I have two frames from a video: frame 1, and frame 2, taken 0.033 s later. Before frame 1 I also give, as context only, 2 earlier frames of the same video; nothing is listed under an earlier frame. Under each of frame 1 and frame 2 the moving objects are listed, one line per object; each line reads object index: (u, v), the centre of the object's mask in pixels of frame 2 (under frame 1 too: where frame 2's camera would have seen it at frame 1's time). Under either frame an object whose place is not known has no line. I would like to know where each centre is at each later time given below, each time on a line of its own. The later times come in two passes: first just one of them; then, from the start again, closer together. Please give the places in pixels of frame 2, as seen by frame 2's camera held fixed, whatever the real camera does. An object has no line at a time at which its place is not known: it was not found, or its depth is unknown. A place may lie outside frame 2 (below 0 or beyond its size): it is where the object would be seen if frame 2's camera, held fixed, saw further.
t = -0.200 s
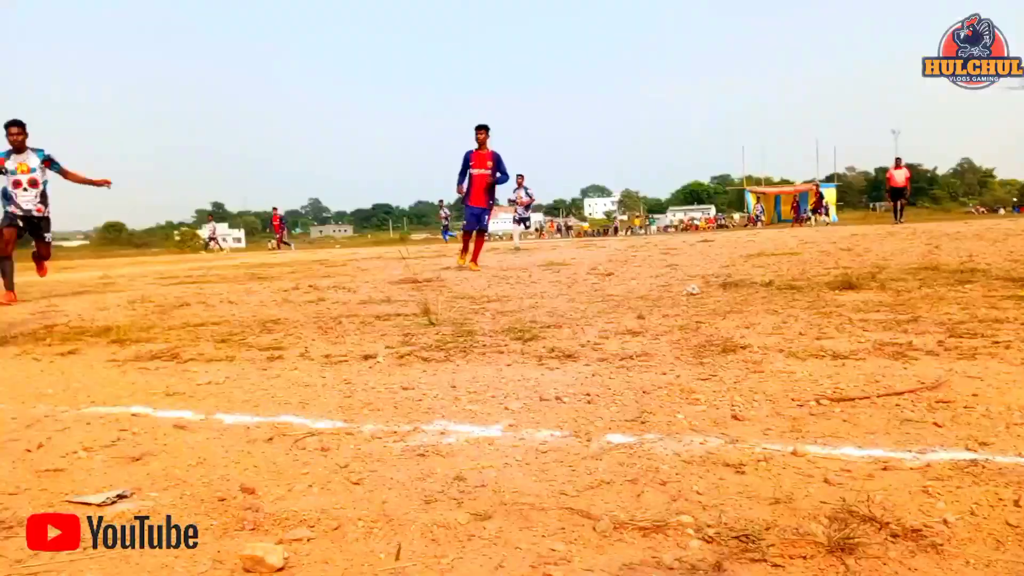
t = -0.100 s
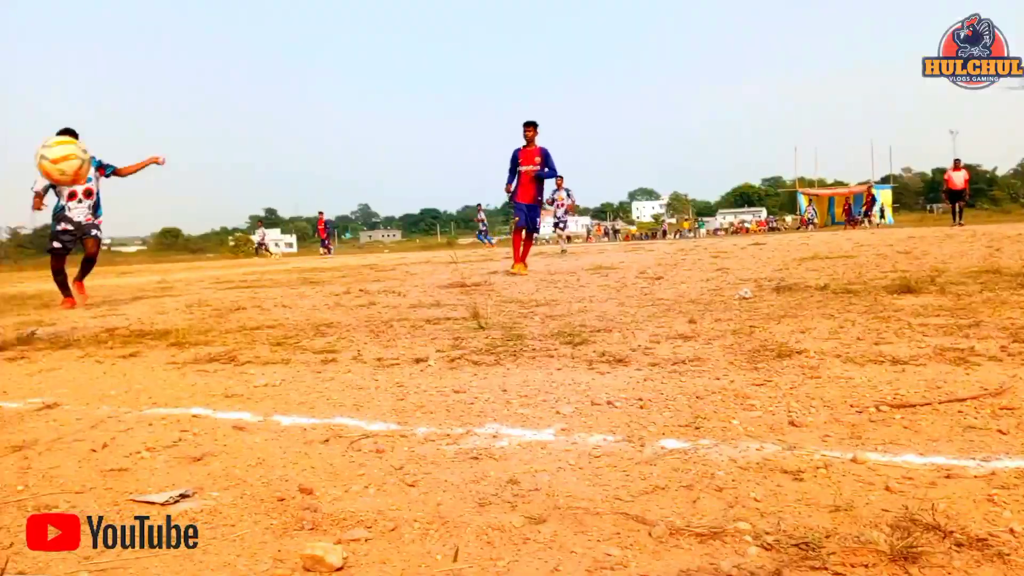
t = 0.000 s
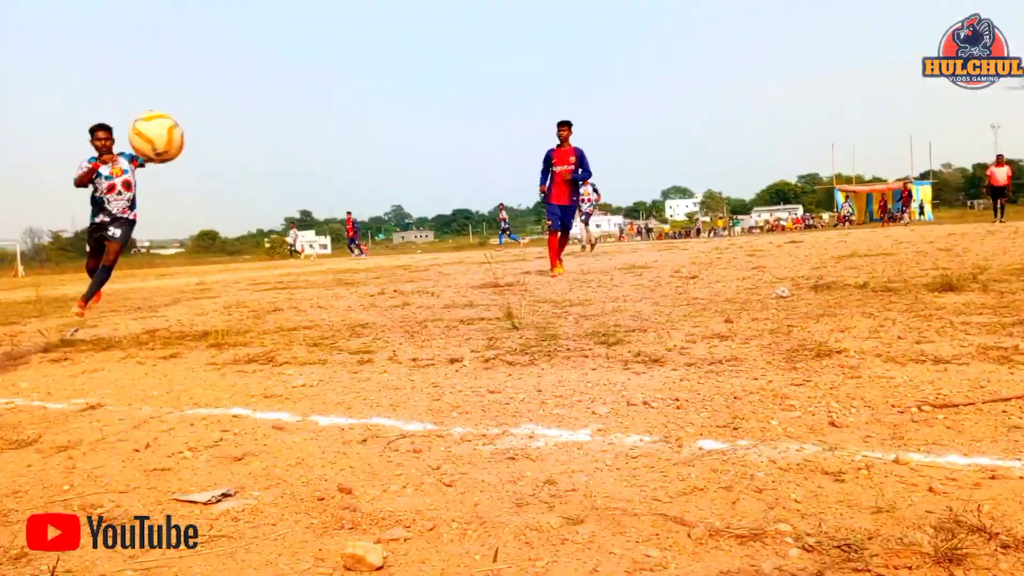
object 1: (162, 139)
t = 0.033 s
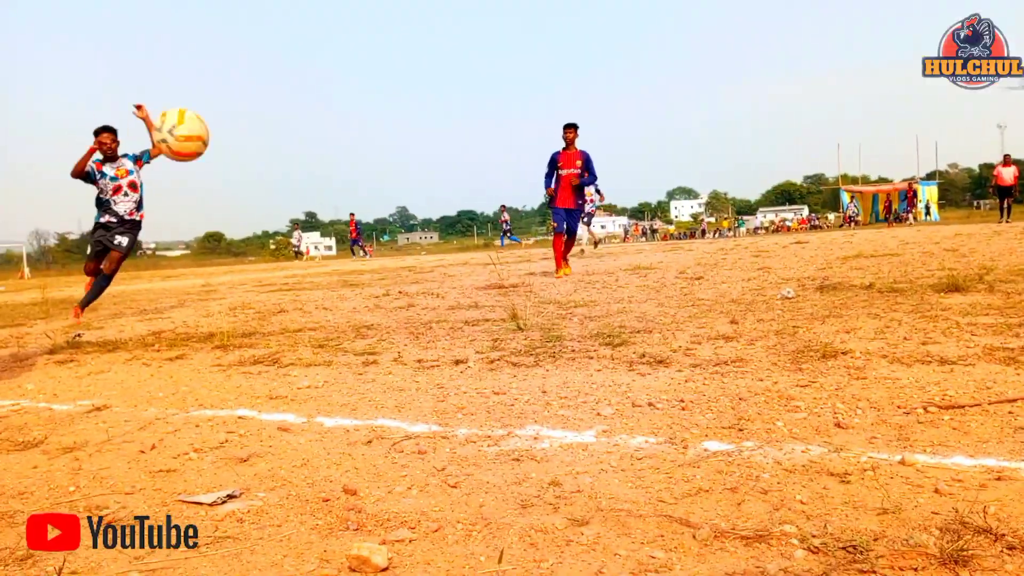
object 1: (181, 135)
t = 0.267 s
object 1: (330, 183)
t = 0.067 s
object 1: (201, 133)
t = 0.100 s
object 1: (221, 134)
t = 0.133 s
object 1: (242, 138)
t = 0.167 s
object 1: (263, 144)
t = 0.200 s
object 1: (285, 154)
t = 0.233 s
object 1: (307, 167)
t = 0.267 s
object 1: (330, 183)
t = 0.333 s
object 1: (381, 226)
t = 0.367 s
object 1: (409, 251)
